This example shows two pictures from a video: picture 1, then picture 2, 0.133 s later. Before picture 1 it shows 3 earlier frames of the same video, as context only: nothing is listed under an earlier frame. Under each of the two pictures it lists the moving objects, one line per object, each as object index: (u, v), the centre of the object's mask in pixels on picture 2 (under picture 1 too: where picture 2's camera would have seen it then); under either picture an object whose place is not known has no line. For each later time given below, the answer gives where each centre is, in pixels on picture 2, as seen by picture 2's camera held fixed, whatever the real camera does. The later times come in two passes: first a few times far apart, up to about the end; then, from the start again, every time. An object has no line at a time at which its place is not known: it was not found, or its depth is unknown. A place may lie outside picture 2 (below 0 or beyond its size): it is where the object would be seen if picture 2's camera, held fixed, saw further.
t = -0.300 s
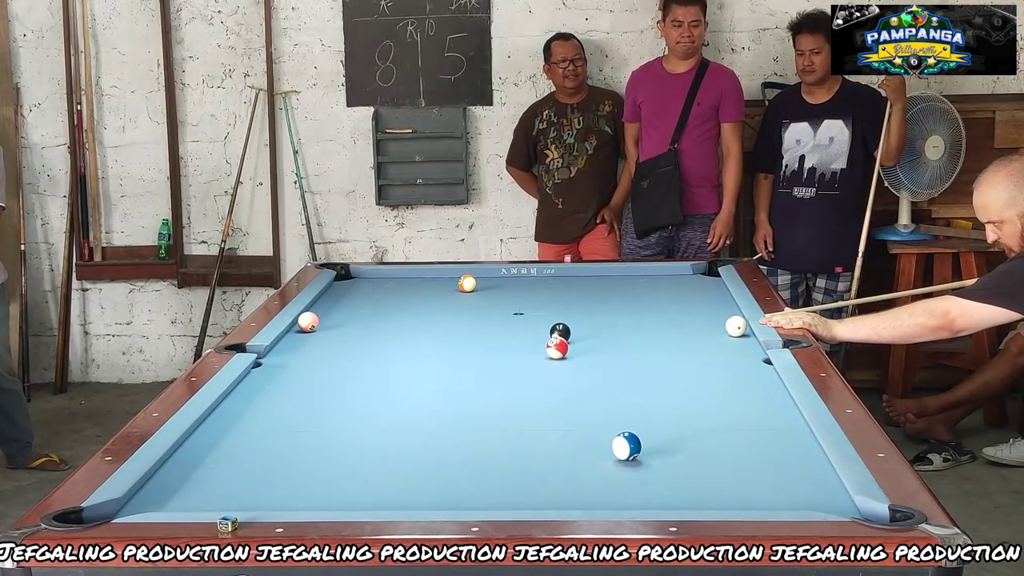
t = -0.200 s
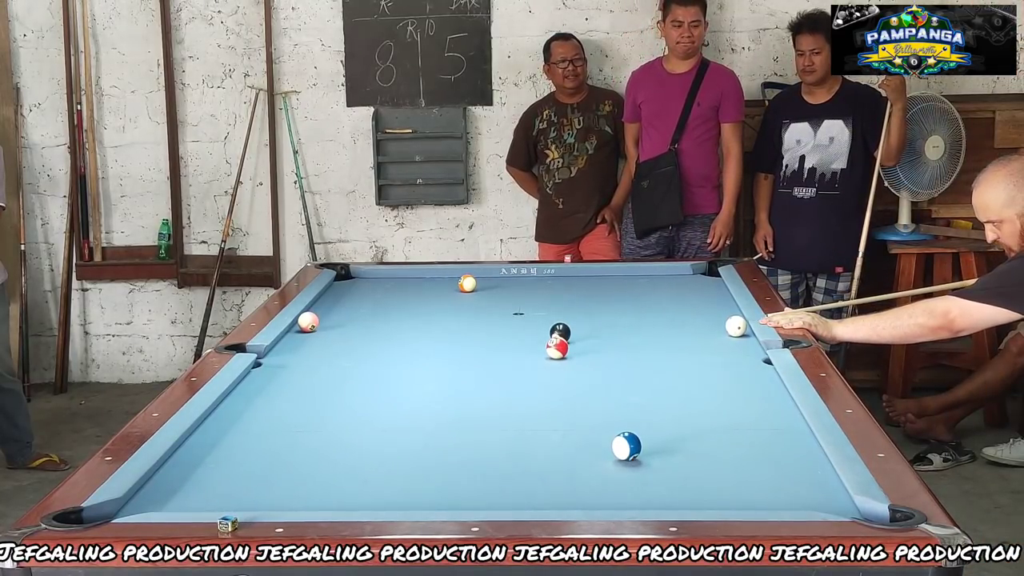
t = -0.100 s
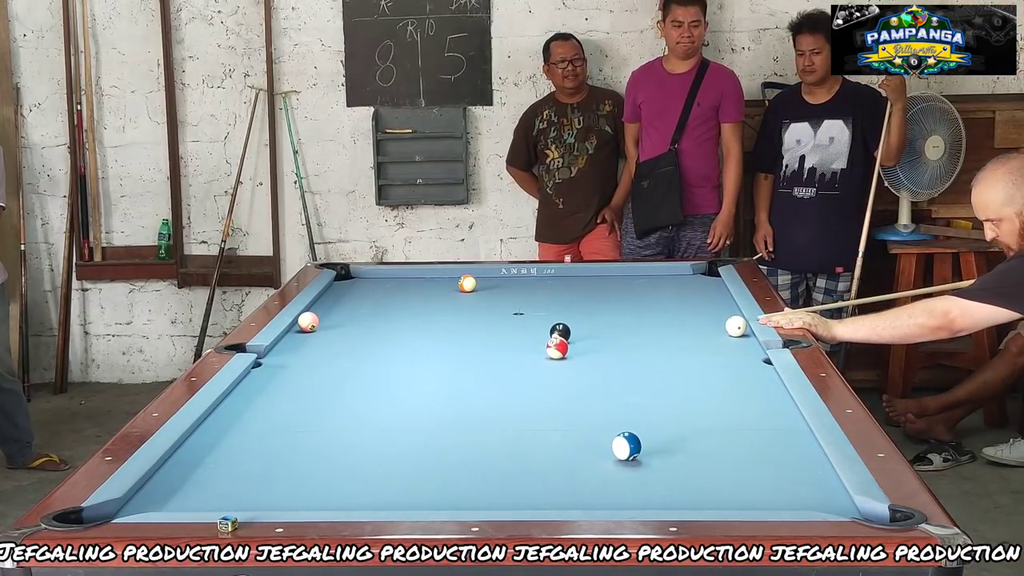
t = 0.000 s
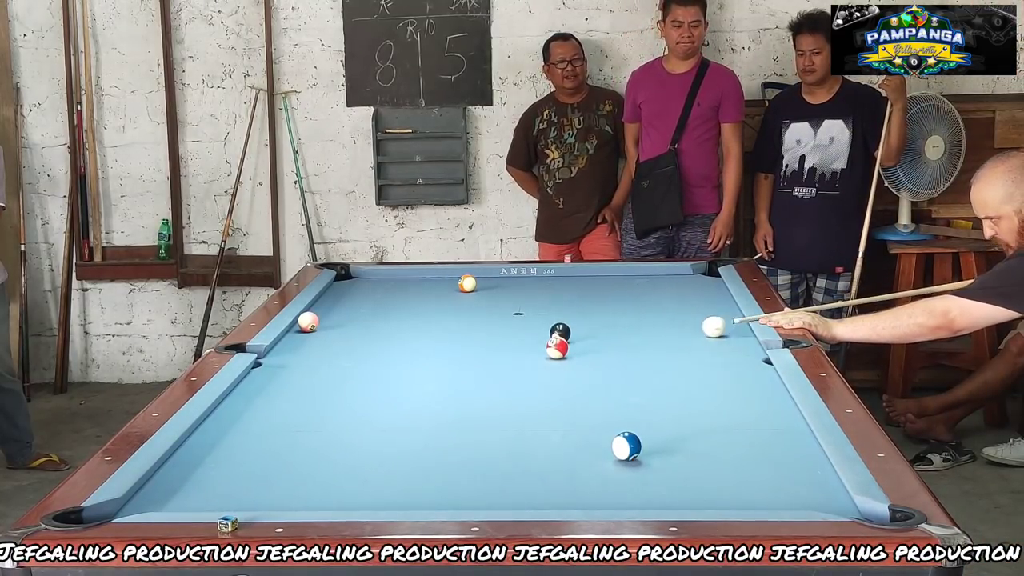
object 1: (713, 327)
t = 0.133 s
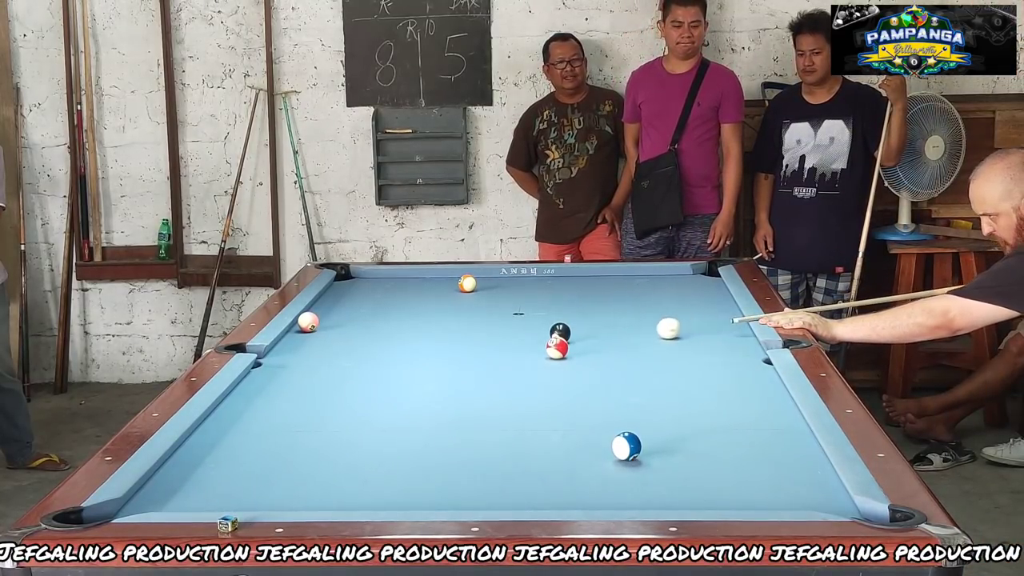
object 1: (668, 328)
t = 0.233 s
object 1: (634, 329)
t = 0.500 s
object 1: (574, 331)
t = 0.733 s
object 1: (554, 329)
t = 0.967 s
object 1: (536, 329)
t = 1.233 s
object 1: (518, 328)
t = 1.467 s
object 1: (503, 327)
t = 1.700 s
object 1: (491, 326)
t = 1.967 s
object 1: (479, 326)
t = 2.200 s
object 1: (471, 326)
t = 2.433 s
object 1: (463, 325)
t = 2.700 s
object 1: (458, 325)
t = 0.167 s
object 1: (657, 329)
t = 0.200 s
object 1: (646, 329)
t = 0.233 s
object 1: (634, 329)
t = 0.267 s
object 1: (623, 330)
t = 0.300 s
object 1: (612, 330)
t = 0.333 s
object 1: (601, 331)
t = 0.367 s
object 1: (590, 331)
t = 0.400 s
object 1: (580, 331)
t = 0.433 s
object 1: (579, 331)
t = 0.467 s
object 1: (577, 331)
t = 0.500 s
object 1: (574, 331)
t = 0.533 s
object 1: (571, 330)
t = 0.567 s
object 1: (568, 330)
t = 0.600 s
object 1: (565, 330)
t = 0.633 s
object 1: (562, 329)
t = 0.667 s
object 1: (560, 329)
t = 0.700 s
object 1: (557, 329)
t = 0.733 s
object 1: (554, 329)
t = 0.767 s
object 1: (551, 329)
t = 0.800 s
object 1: (548, 329)
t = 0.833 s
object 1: (546, 329)
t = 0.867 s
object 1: (544, 329)
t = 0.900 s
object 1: (541, 329)
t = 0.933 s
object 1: (539, 329)
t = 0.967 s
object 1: (536, 329)
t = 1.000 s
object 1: (533, 329)
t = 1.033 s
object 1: (531, 328)
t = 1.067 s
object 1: (529, 328)
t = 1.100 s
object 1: (527, 328)
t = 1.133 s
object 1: (524, 328)
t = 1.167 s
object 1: (522, 328)
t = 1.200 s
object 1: (520, 328)
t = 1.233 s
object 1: (518, 328)
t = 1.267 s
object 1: (516, 328)
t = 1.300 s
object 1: (513, 327)
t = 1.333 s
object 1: (511, 327)
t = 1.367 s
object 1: (509, 327)
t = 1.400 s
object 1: (507, 327)
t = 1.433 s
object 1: (505, 327)
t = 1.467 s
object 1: (503, 327)
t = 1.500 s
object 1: (502, 327)
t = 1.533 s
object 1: (500, 327)
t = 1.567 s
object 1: (498, 326)
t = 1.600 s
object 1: (496, 327)
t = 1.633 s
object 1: (495, 326)
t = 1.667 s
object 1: (493, 326)
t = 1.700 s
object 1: (491, 326)
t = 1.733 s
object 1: (490, 326)
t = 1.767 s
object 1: (488, 326)
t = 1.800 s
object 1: (486, 326)
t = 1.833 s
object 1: (485, 326)
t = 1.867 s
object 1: (484, 326)
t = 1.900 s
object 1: (482, 326)
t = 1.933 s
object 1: (481, 326)
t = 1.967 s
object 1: (479, 326)
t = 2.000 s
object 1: (478, 325)
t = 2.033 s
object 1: (477, 326)
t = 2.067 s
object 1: (475, 326)
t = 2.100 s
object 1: (474, 326)
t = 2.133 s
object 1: (473, 326)
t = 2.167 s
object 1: (472, 325)
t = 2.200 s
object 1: (471, 326)
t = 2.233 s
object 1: (469, 326)
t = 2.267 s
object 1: (468, 325)
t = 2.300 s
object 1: (467, 325)
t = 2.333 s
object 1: (466, 325)
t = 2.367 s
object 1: (465, 325)
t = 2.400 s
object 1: (464, 325)
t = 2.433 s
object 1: (463, 325)
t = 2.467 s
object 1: (463, 325)
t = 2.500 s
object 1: (462, 325)
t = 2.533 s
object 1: (461, 325)
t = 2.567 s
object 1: (460, 325)
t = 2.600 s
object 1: (459, 325)
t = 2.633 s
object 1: (459, 325)
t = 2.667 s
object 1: (458, 325)
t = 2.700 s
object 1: (458, 325)
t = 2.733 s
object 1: (457, 325)
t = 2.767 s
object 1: (456, 325)
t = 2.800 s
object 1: (456, 325)
